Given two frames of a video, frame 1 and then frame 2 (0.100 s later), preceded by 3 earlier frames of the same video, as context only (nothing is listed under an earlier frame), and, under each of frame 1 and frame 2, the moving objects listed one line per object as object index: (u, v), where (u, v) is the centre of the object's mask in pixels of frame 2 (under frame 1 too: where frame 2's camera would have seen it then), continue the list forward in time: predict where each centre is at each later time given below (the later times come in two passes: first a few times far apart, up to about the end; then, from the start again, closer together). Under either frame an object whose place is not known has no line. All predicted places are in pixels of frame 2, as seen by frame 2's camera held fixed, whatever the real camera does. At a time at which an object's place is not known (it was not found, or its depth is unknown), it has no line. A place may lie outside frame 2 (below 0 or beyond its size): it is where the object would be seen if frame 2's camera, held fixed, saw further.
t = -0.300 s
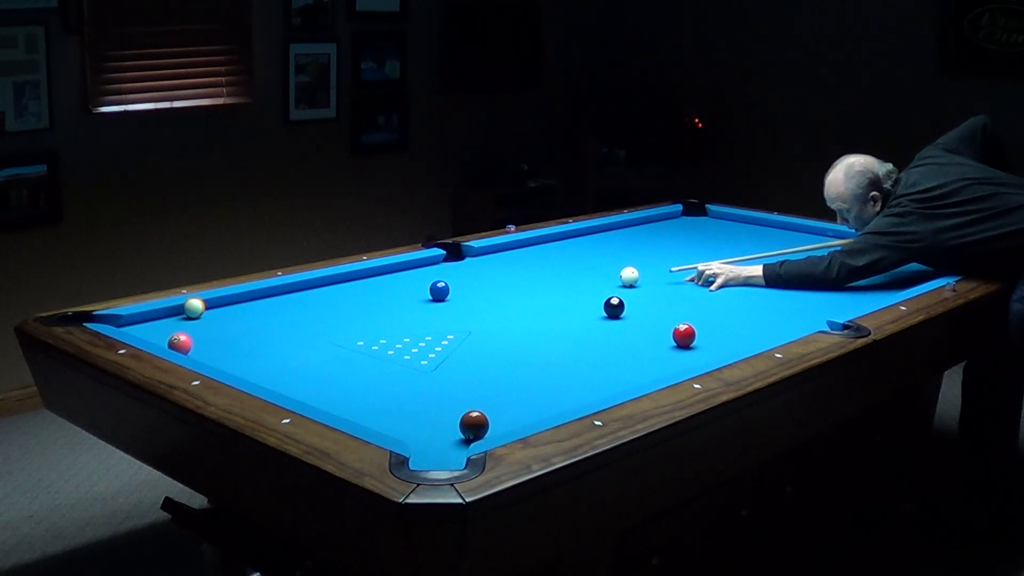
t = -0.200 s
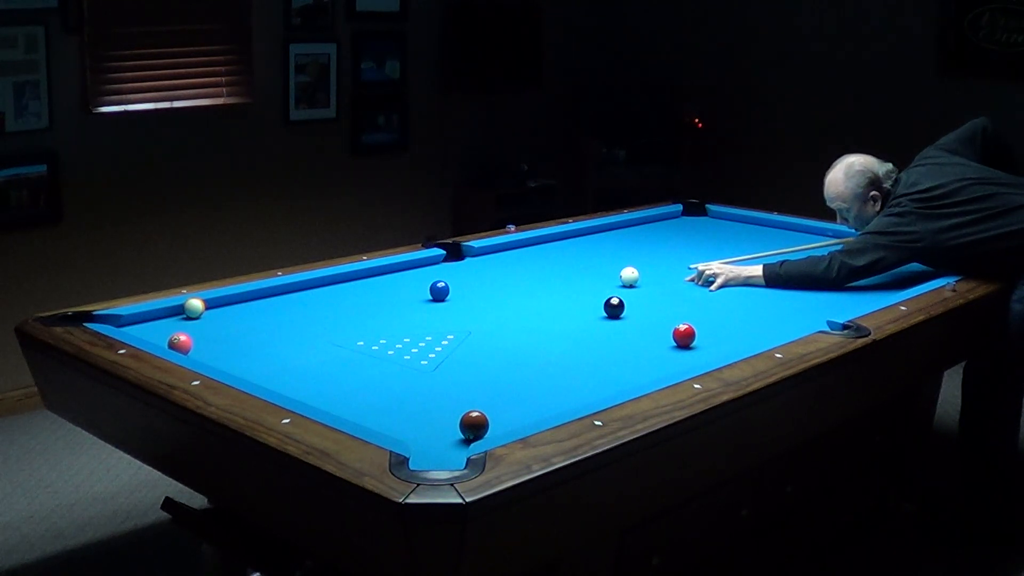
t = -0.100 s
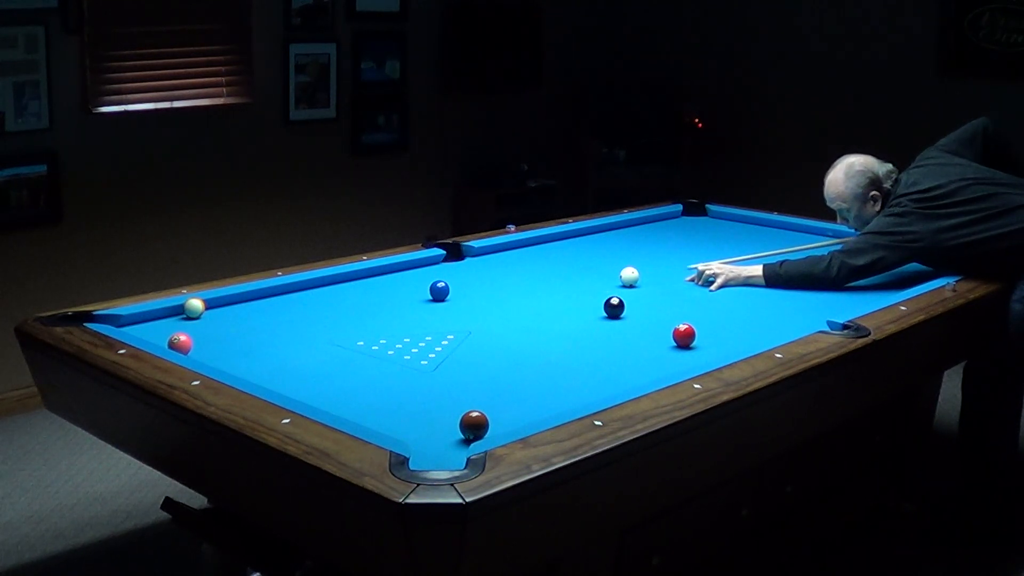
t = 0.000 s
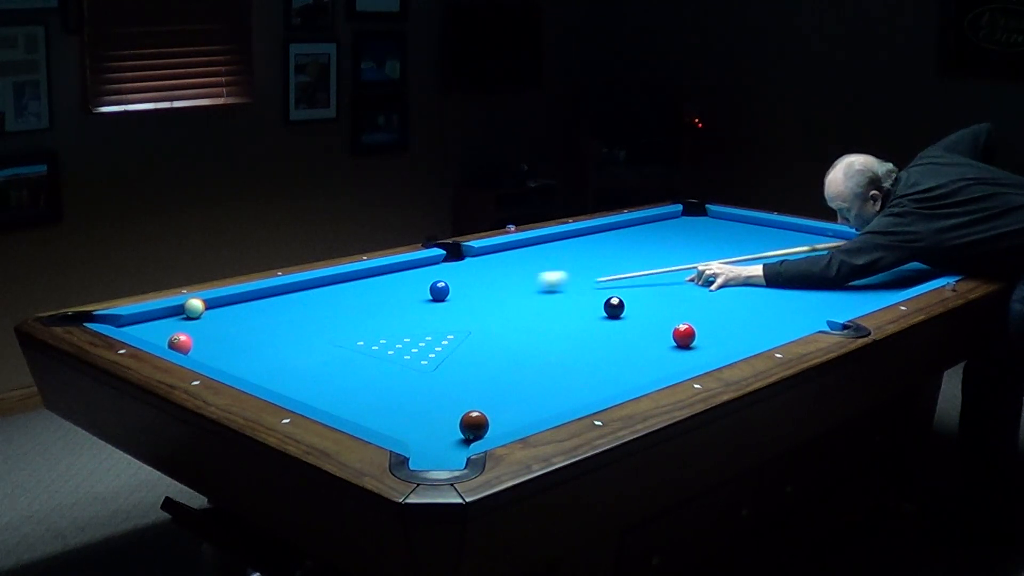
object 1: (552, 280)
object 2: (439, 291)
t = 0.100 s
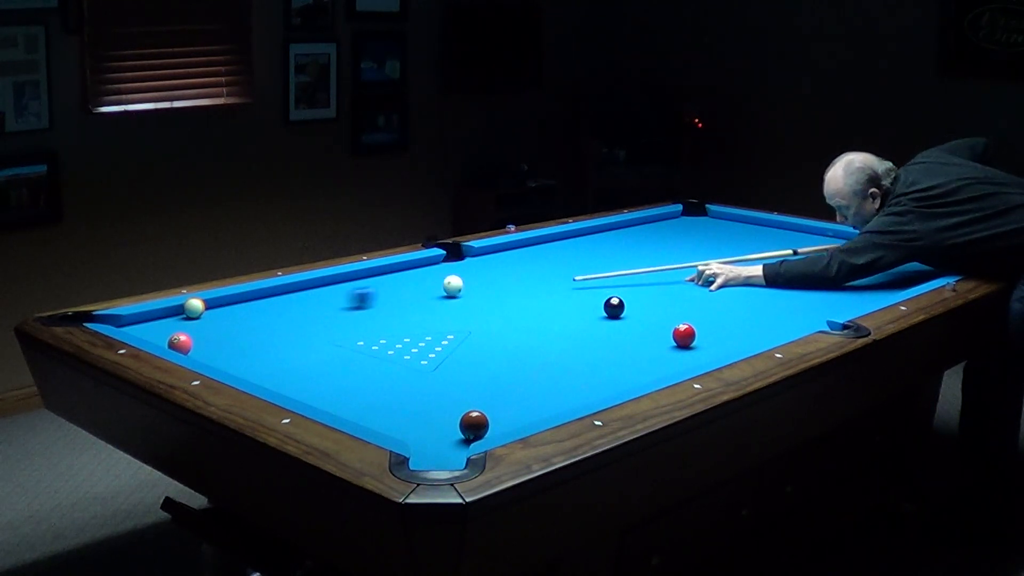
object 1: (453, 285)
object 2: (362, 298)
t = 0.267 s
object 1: (426, 283)
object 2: (87, 320)
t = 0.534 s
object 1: (373, 280)
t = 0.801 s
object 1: (342, 280)
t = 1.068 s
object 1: (346, 286)
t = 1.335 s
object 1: (350, 292)
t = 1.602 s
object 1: (354, 297)
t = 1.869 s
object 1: (358, 302)
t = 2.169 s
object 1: (362, 307)
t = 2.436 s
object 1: (365, 311)
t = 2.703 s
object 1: (369, 315)
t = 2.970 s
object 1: (372, 318)
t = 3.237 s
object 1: (376, 320)
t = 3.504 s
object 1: (378, 322)
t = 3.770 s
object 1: (381, 323)
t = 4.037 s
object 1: (383, 324)
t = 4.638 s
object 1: (383, 324)
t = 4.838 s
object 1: (384, 324)
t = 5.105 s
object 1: (384, 324)
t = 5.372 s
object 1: (384, 324)
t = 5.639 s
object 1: (383, 324)
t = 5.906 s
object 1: (383, 324)
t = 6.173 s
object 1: (383, 324)
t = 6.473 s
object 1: (383, 324)
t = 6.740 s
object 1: (383, 324)
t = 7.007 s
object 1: (384, 324)
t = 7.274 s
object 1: (383, 324)
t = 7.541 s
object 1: (383, 325)
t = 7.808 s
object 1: (383, 324)
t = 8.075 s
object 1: (383, 324)
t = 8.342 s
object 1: (383, 324)
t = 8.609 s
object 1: (383, 324)
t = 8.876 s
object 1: (383, 324)
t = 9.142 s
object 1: (383, 324)
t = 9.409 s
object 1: (383, 324)
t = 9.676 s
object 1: (383, 324)
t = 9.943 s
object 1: (383, 324)
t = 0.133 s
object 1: (448, 285)
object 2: (305, 303)
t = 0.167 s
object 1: (443, 285)
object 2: (247, 310)
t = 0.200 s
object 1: (438, 284)
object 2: (186, 314)
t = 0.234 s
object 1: (432, 284)
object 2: (129, 319)
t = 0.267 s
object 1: (426, 283)
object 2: (87, 320)
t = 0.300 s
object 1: (419, 283)
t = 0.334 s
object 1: (412, 283)
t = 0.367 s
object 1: (406, 282)
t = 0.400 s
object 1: (399, 282)
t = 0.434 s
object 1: (392, 281)
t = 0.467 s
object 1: (386, 281)
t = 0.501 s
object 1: (380, 280)
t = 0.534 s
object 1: (373, 280)
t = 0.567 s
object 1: (367, 279)
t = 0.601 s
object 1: (360, 279)
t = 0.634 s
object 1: (354, 279)
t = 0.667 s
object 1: (348, 278)
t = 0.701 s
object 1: (342, 278)
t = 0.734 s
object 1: (341, 279)
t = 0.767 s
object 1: (342, 279)
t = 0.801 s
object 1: (342, 280)
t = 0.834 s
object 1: (343, 281)
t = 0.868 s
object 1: (343, 282)
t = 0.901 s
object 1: (344, 282)
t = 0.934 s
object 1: (344, 283)
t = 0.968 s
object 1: (345, 284)
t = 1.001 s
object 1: (345, 285)
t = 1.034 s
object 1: (346, 285)
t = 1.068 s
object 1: (346, 286)
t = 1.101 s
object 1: (347, 287)
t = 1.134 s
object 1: (347, 287)
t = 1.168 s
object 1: (347, 288)
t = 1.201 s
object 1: (348, 289)
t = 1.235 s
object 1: (348, 290)
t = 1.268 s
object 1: (349, 290)
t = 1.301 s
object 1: (349, 291)
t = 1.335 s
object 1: (350, 292)
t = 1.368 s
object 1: (350, 292)
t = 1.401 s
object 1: (351, 293)
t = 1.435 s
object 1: (351, 294)
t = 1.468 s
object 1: (352, 294)
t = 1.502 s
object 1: (352, 295)
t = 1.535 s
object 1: (353, 296)
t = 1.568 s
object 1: (353, 296)
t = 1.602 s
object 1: (354, 297)
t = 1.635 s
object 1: (354, 298)
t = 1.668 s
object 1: (355, 299)
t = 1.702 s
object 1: (355, 299)
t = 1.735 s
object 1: (356, 300)
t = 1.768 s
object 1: (356, 300)
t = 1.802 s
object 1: (357, 301)
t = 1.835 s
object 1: (357, 301)
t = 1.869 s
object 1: (358, 302)
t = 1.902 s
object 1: (358, 302)
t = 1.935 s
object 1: (359, 303)
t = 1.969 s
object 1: (359, 304)
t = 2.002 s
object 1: (359, 304)
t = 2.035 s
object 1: (360, 305)
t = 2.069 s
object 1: (360, 305)
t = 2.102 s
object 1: (361, 306)
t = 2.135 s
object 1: (361, 306)
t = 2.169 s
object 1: (362, 307)
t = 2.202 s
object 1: (362, 308)
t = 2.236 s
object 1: (362, 308)
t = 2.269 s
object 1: (363, 309)
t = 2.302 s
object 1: (363, 309)
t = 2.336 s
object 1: (364, 310)
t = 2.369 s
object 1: (364, 310)
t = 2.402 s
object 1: (365, 311)
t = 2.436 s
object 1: (365, 311)
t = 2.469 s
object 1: (365, 312)
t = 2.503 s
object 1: (366, 312)
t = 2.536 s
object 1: (366, 313)
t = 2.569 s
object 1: (367, 313)
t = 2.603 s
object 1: (367, 314)
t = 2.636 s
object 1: (368, 314)
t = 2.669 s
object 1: (368, 314)
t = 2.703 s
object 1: (369, 315)
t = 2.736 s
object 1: (369, 315)
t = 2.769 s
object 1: (370, 315)
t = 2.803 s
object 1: (370, 316)
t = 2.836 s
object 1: (371, 316)
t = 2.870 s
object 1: (371, 317)
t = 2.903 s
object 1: (372, 317)
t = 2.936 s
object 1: (372, 317)
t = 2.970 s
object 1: (372, 318)
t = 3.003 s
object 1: (373, 318)
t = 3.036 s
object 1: (373, 318)
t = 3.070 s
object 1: (374, 319)
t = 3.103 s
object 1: (374, 319)
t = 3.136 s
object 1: (375, 319)
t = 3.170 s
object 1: (375, 320)
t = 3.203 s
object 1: (375, 320)
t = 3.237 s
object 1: (376, 320)
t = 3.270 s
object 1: (376, 321)
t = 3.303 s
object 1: (376, 321)
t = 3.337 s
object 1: (377, 321)
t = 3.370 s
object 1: (377, 321)
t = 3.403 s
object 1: (377, 321)
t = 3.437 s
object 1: (378, 322)
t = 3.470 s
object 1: (378, 322)
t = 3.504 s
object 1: (378, 322)
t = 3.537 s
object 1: (379, 322)
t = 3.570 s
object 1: (379, 322)
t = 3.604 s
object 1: (379, 323)
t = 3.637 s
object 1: (380, 323)
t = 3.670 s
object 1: (380, 323)
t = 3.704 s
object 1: (381, 323)
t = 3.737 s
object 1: (381, 323)
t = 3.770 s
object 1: (381, 323)
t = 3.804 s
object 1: (381, 324)
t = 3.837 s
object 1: (382, 324)
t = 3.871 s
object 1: (382, 324)
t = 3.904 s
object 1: (382, 324)
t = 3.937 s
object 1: (382, 324)
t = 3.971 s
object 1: (383, 324)
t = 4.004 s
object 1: (383, 324)
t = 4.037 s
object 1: (383, 324)
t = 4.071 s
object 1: (383, 324)
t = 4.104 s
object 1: (383, 324)
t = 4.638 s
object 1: (383, 324)
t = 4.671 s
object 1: (383, 324)
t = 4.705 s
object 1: (384, 324)
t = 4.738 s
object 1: (384, 324)
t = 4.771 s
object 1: (384, 324)
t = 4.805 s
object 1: (383, 324)
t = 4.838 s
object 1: (384, 324)
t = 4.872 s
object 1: (383, 324)
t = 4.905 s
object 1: (384, 324)
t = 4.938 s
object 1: (383, 324)
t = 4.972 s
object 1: (383, 324)
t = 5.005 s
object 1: (384, 324)
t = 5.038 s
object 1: (384, 324)
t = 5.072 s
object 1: (383, 324)
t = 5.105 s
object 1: (384, 324)
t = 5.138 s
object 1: (383, 324)
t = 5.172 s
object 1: (384, 324)
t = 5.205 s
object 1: (384, 324)
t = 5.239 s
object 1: (383, 324)
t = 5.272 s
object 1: (383, 324)
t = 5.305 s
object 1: (384, 324)
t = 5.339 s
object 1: (383, 324)
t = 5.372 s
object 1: (384, 324)
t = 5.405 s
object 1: (384, 324)
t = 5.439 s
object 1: (384, 324)
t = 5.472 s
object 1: (383, 324)
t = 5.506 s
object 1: (383, 324)
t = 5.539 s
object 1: (384, 324)
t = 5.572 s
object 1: (384, 324)
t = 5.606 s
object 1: (383, 324)
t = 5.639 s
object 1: (383, 324)
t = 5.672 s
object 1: (383, 324)
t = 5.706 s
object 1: (383, 324)
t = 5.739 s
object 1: (383, 324)
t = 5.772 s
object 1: (383, 324)
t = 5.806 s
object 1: (383, 324)
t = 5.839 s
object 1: (383, 324)
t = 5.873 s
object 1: (383, 324)
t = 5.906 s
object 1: (383, 324)
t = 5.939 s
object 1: (383, 324)
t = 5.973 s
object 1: (383, 324)
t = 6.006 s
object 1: (383, 324)
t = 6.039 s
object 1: (383, 324)
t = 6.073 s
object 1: (383, 324)
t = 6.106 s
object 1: (383, 324)
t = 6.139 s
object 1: (383, 324)
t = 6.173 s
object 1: (383, 324)
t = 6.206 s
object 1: (383, 324)
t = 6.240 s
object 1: (383, 324)
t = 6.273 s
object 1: (383, 324)
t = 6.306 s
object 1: (383, 324)
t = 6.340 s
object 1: (383, 324)
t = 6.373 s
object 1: (383, 324)
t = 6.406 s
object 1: (383, 325)
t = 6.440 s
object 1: (383, 325)
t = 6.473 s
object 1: (383, 324)
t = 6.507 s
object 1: (383, 324)
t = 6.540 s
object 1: (383, 324)
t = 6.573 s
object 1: (383, 324)
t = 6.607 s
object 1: (383, 324)
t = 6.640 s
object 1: (383, 325)
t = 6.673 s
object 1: (383, 324)
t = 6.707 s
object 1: (383, 324)
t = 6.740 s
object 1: (383, 324)
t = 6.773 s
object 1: (383, 324)
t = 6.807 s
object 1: (383, 324)
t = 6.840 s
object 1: (383, 324)
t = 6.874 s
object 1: (383, 324)
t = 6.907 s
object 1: (383, 324)
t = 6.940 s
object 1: (383, 324)
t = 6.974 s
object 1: (383, 325)
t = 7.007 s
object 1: (384, 324)
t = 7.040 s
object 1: (383, 324)
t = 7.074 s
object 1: (383, 324)
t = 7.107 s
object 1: (383, 324)
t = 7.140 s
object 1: (383, 324)
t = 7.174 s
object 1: (383, 325)
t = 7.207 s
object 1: (383, 325)
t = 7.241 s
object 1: (383, 324)
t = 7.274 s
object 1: (383, 324)
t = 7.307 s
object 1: (383, 324)
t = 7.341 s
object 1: (383, 324)
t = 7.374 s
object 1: (383, 325)
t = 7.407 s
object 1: (383, 325)
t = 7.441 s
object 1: (383, 325)
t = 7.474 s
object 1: (383, 324)
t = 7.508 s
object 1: (383, 325)
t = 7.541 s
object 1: (383, 325)
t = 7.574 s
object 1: (383, 325)
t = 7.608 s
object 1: (383, 325)
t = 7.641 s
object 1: (383, 325)
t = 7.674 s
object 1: (383, 325)
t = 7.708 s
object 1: (383, 324)
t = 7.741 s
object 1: (383, 324)
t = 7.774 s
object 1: (383, 324)
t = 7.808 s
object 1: (383, 324)
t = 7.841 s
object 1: (383, 324)
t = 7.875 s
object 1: (383, 324)
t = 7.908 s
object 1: (383, 324)
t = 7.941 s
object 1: (383, 324)
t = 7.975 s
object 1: (383, 324)
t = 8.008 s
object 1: (383, 324)
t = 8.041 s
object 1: (383, 324)
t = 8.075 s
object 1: (383, 324)
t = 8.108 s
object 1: (383, 325)
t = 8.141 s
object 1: (383, 324)
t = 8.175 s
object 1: (383, 324)
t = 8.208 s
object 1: (383, 324)
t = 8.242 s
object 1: (383, 324)
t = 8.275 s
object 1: (383, 324)
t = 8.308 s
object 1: (383, 324)
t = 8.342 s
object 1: (383, 324)
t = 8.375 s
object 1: (383, 324)
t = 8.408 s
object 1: (383, 324)
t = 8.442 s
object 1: (383, 324)
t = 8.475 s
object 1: (383, 324)
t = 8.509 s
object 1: (383, 324)
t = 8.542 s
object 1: (383, 324)
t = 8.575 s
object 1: (383, 324)
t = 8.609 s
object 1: (383, 324)
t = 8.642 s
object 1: (383, 324)
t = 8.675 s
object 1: (383, 324)
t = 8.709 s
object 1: (383, 324)
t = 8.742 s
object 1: (383, 324)
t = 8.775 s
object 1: (383, 324)
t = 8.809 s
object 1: (383, 324)
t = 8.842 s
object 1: (383, 324)
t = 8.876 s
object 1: (383, 324)
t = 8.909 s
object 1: (383, 324)
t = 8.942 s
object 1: (383, 324)
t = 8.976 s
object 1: (383, 324)
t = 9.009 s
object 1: (383, 324)
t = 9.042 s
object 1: (383, 324)
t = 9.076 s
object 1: (383, 324)
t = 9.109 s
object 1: (383, 324)
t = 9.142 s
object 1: (383, 324)
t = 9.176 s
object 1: (383, 324)
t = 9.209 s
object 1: (383, 324)
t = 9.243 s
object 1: (383, 324)
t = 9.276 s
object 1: (383, 324)
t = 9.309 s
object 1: (383, 324)
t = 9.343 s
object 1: (383, 324)
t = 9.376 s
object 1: (383, 324)
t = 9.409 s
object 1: (383, 324)
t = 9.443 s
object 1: (383, 324)
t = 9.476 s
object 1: (383, 324)
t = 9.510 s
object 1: (383, 324)
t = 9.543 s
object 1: (383, 324)
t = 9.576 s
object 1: (383, 324)
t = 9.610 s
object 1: (383, 324)
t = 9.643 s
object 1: (383, 324)
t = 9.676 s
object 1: (383, 324)
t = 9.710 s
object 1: (383, 324)
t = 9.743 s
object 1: (383, 324)
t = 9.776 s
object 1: (383, 324)
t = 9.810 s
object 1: (383, 324)
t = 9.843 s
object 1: (383, 324)
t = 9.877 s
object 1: (383, 324)
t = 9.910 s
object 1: (383, 324)
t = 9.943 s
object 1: (383, 324)
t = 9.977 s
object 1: (383, 324)
